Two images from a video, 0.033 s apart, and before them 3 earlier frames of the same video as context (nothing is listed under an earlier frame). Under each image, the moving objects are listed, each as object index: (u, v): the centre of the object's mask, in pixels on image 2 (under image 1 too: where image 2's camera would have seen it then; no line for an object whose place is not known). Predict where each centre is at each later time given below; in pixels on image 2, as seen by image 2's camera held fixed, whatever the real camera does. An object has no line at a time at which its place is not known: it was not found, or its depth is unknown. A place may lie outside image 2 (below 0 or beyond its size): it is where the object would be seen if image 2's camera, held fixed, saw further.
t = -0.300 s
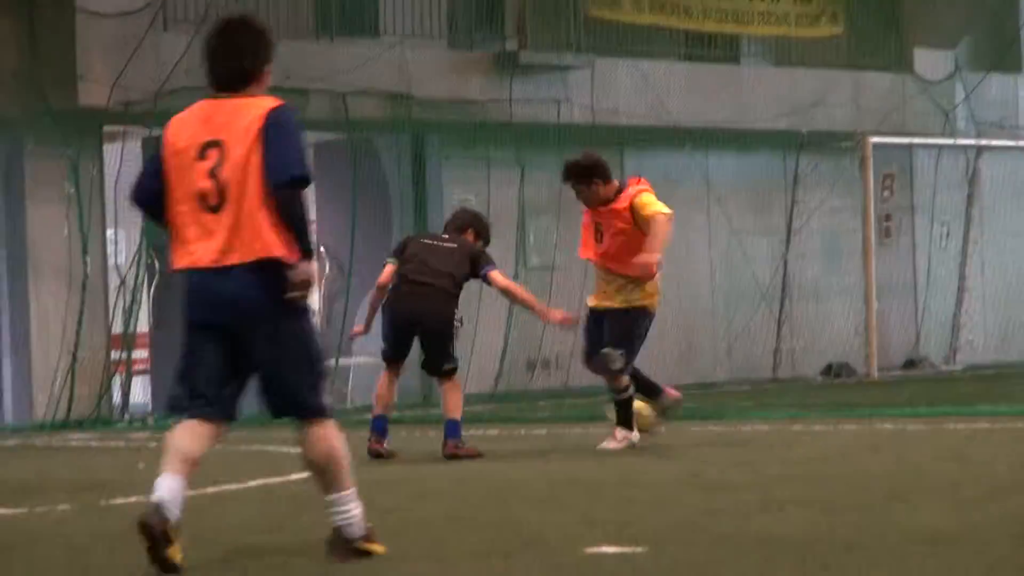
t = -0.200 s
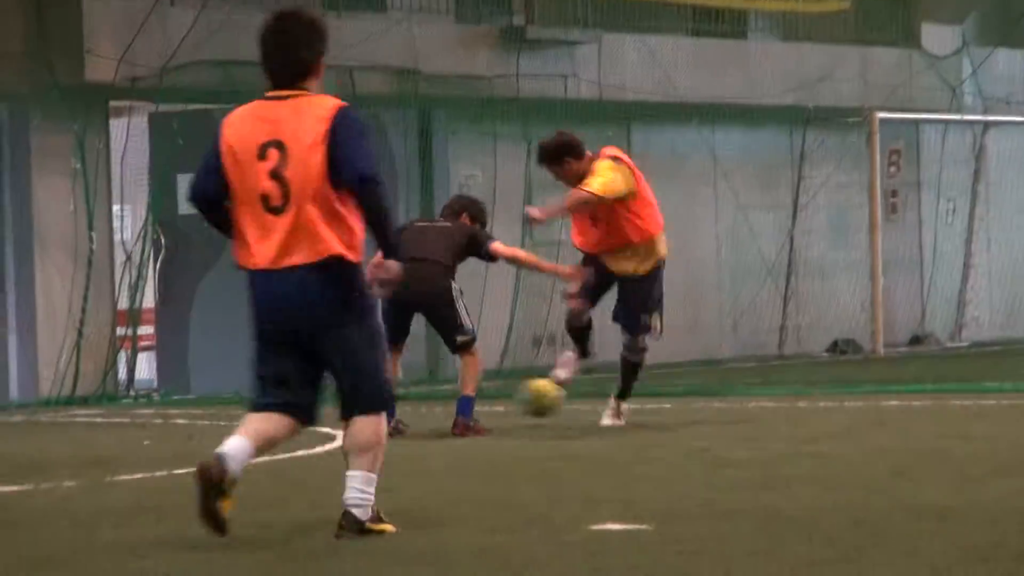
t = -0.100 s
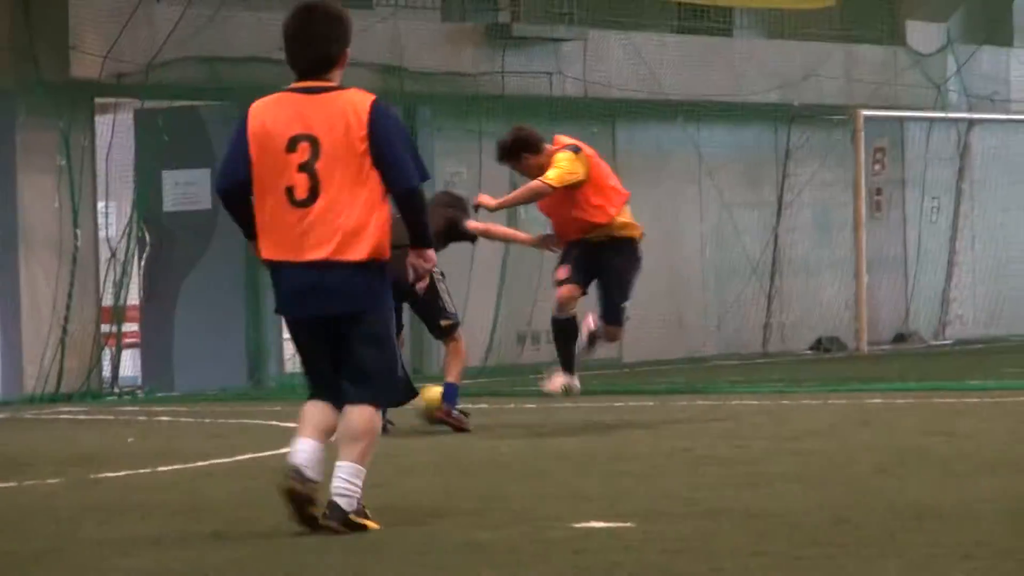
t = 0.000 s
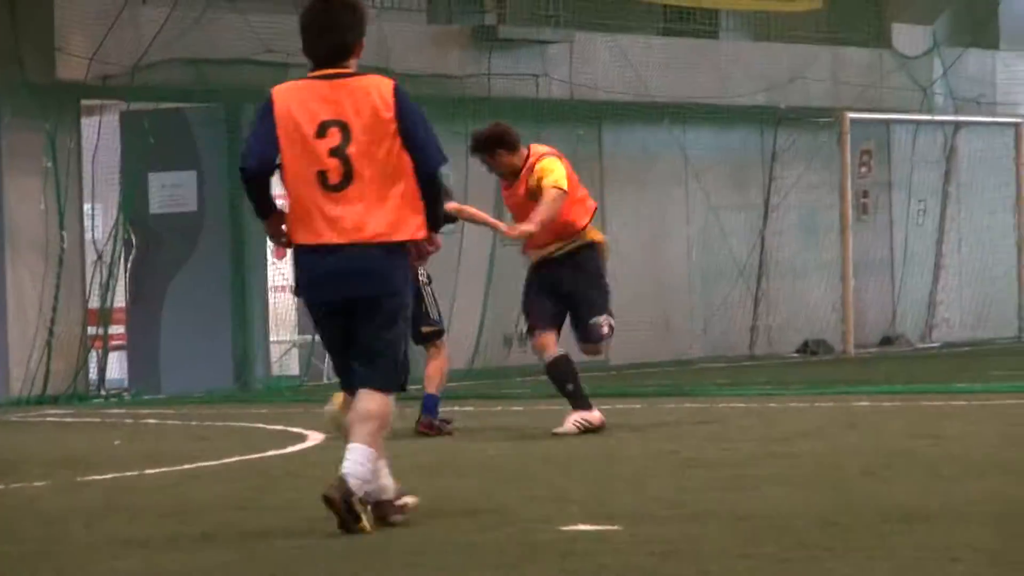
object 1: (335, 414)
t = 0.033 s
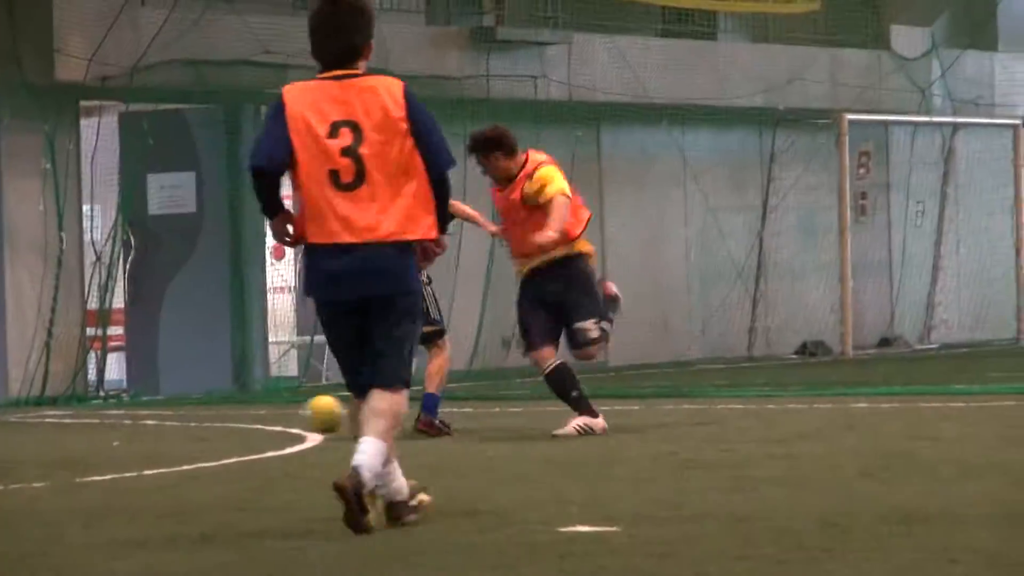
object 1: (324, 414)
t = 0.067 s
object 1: (304, 413)
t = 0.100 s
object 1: (283, 412)
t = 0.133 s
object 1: (263, 415)
